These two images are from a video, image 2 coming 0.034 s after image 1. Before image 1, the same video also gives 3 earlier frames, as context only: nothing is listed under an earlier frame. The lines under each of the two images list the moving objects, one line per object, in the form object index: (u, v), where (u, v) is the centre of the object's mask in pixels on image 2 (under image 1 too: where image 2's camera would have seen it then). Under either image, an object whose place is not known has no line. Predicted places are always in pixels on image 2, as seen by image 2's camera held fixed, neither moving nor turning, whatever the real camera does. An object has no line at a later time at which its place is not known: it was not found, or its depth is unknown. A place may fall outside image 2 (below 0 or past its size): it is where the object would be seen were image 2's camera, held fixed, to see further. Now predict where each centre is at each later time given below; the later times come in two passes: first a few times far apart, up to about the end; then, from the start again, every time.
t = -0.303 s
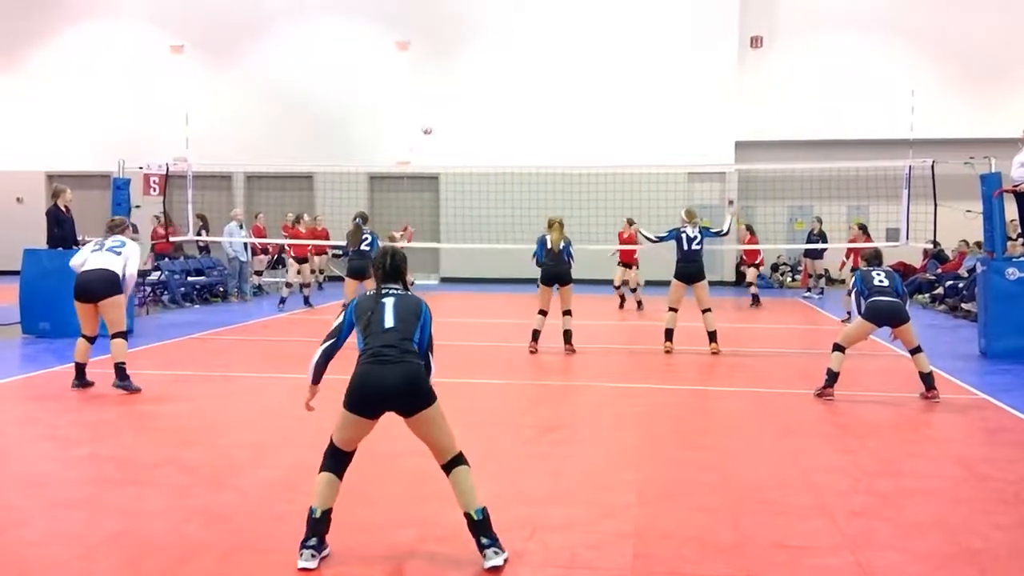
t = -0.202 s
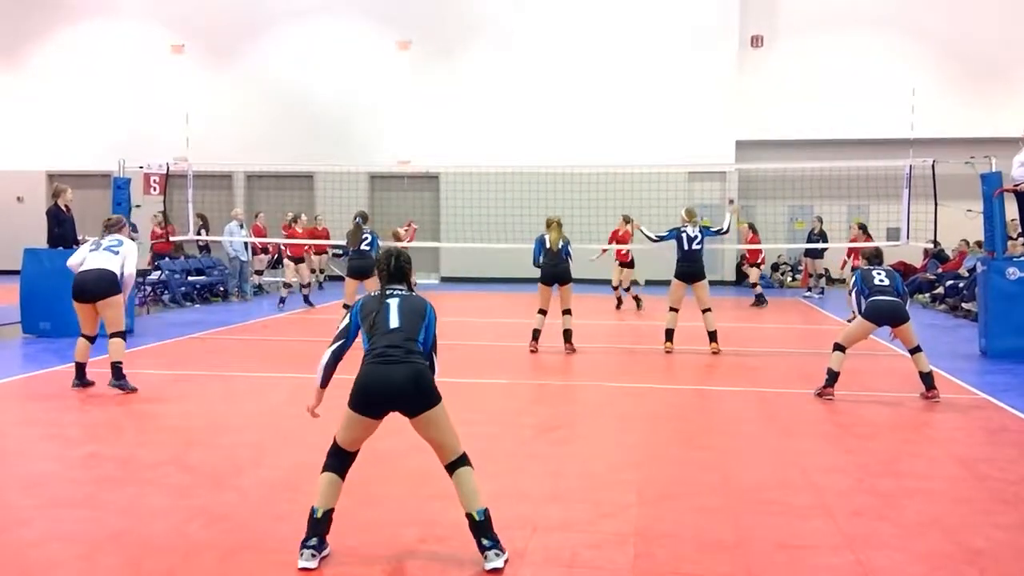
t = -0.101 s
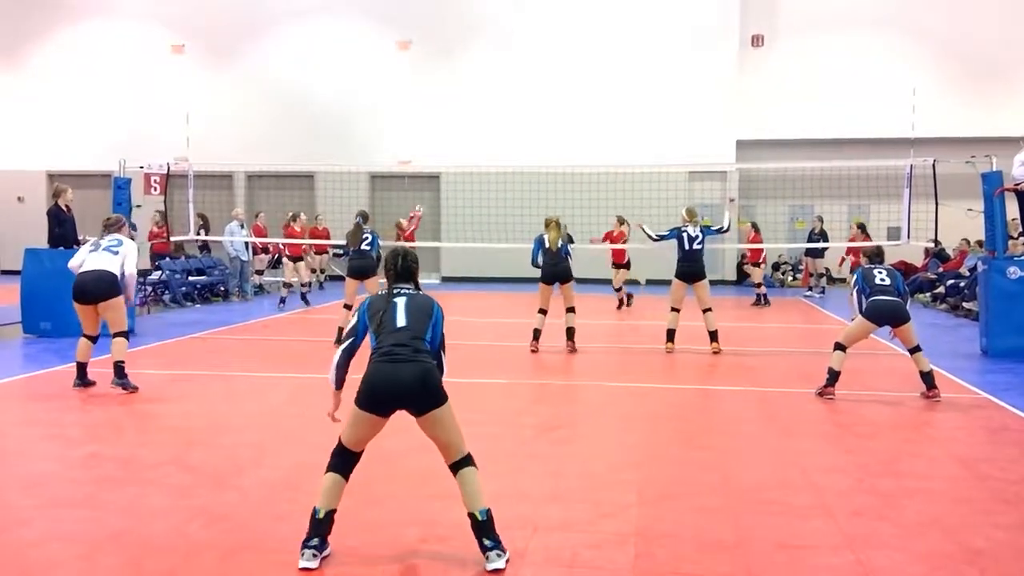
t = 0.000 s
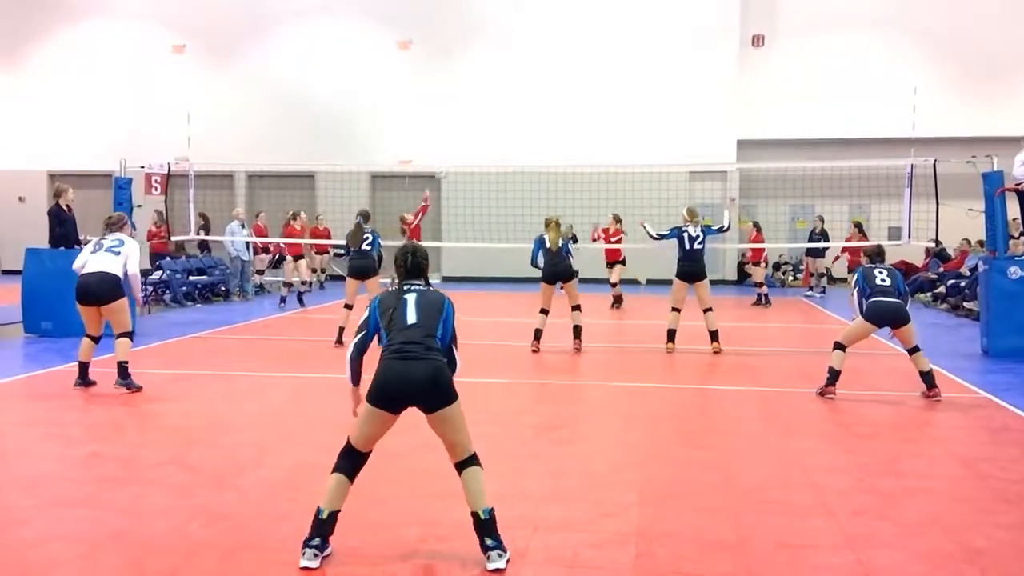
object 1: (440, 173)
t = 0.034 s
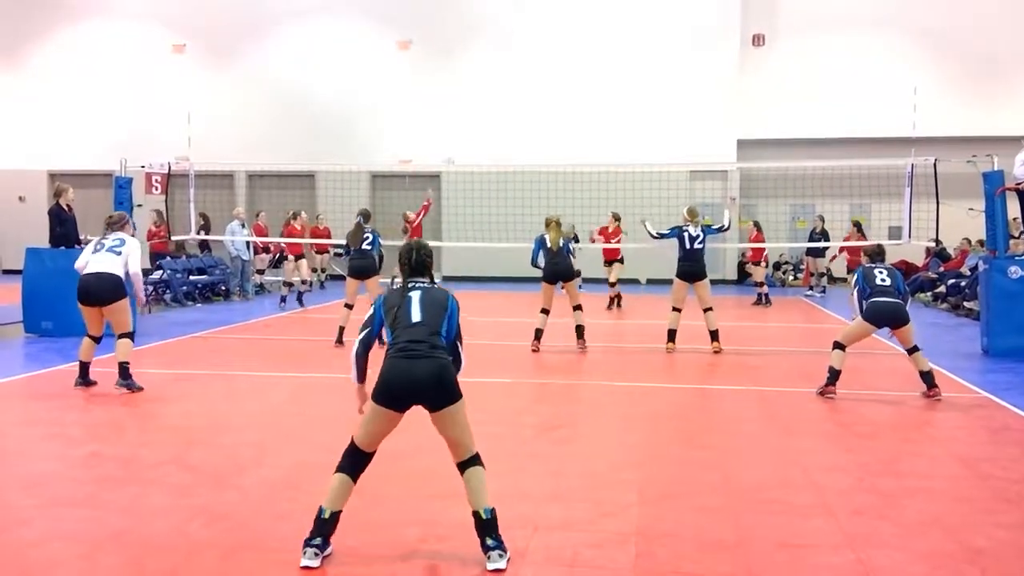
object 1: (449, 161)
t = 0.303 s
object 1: (512, 86)
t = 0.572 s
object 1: (578, 49)
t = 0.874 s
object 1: (655, 61)
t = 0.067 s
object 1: (456, 152)
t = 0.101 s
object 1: (465, 140)
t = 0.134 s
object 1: (472, 129)
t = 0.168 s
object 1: (480, 120)
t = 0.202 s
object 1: (488, 111)
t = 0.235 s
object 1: (495, 101)
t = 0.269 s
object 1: (503, 94)
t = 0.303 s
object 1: (512, 86)
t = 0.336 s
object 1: (520, 80)
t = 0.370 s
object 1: (527, 74)
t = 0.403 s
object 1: (536, 68)
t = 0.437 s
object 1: (545, 64)
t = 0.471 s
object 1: (553, 59)
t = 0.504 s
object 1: (561, 56)
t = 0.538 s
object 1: (570, 51)
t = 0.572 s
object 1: (578, 49)
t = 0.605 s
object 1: (586, 47)
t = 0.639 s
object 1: (595, 47)
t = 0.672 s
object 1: (603, 46)
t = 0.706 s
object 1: (612, 46)
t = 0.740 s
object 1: (620, 47)
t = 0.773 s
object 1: (629, 49)
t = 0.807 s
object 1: (638, 53)
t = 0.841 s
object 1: (646, 57)
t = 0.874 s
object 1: (655, 61)
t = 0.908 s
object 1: (663, 66)
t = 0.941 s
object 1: (672, 71)
